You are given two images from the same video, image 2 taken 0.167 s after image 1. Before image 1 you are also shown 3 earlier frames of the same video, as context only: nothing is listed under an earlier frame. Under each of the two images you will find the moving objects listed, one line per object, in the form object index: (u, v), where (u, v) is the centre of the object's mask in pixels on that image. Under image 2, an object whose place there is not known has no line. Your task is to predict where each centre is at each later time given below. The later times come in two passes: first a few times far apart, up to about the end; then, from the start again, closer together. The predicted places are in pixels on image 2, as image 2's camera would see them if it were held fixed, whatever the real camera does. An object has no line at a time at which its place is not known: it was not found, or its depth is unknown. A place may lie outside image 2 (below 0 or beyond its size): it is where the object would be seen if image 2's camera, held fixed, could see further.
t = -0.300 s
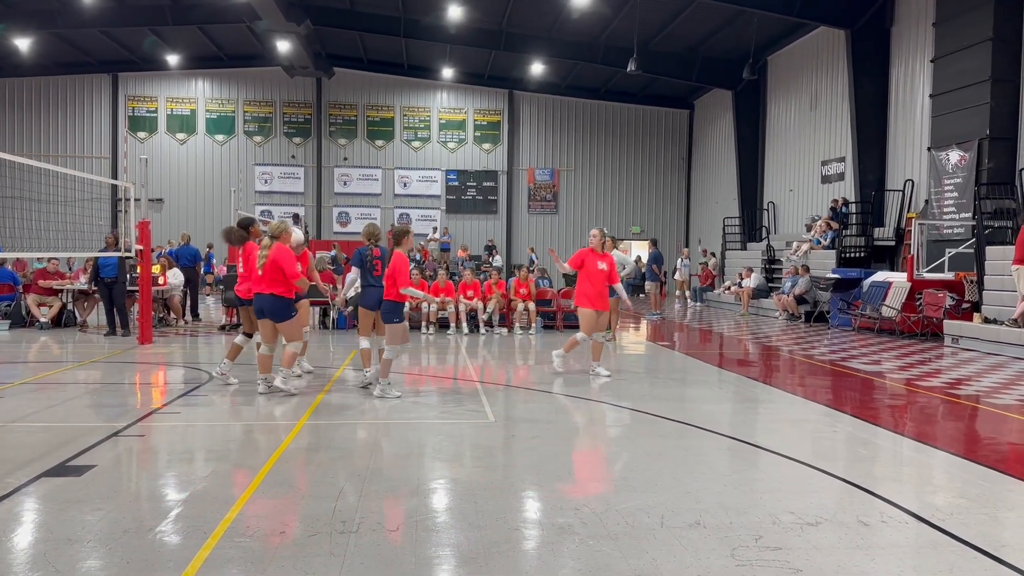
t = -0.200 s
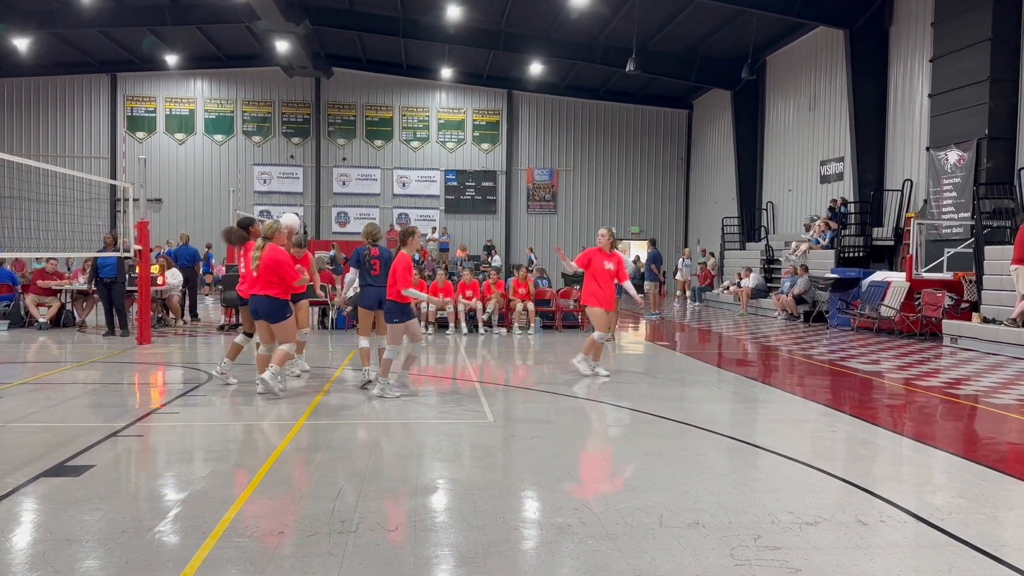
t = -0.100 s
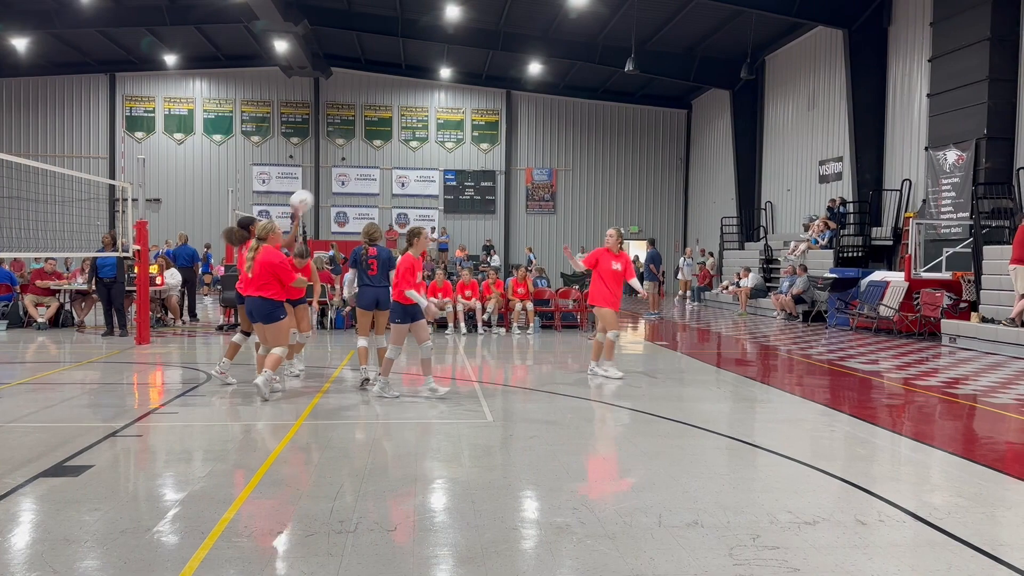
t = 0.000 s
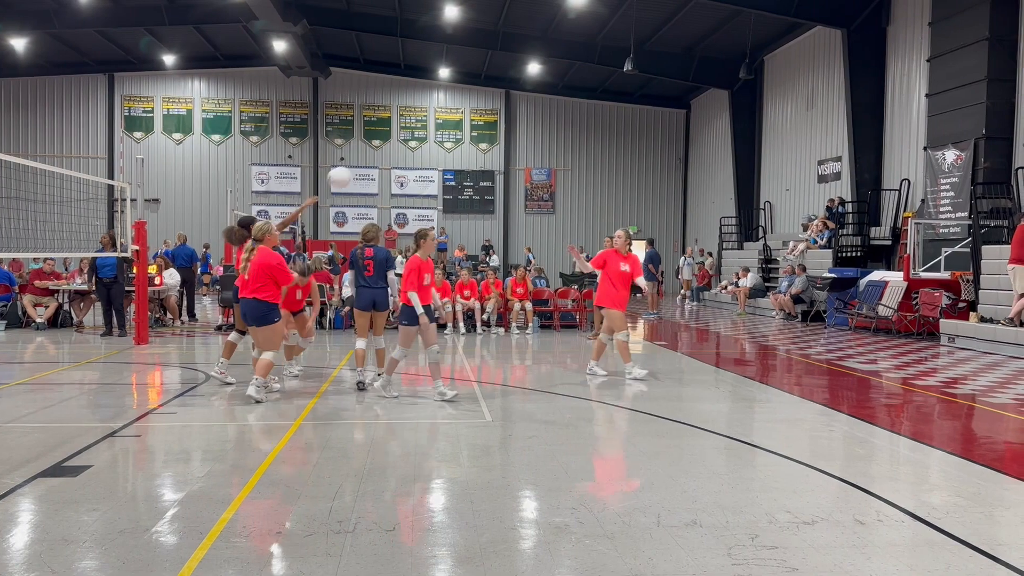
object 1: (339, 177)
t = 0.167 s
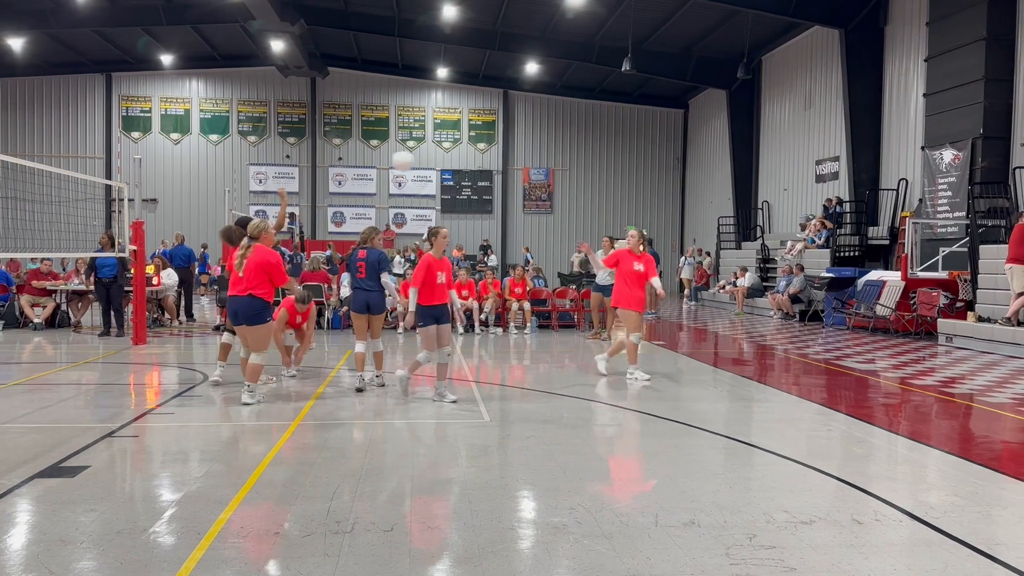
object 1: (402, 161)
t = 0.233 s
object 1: (428, 162)
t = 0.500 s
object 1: (522, 206)
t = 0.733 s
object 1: (600, 293)
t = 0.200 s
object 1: (416, 161)
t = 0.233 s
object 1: (428, 162)
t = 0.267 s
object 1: (441, 164)
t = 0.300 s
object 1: (453, 167)
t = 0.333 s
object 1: (465, 172)
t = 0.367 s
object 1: (477, 177)
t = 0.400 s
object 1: (488, 183)
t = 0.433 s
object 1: (500, 190)
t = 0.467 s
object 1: (512, 198)
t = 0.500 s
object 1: (522, 206)
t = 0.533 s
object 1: (534, 216)
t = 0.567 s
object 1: (546, 227)
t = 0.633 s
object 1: (568, 250)
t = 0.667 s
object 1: (579, 264)
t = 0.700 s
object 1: (589, 277)
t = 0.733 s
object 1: (600, 293)
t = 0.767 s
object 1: (611, 308)
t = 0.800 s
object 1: (621, 323)
